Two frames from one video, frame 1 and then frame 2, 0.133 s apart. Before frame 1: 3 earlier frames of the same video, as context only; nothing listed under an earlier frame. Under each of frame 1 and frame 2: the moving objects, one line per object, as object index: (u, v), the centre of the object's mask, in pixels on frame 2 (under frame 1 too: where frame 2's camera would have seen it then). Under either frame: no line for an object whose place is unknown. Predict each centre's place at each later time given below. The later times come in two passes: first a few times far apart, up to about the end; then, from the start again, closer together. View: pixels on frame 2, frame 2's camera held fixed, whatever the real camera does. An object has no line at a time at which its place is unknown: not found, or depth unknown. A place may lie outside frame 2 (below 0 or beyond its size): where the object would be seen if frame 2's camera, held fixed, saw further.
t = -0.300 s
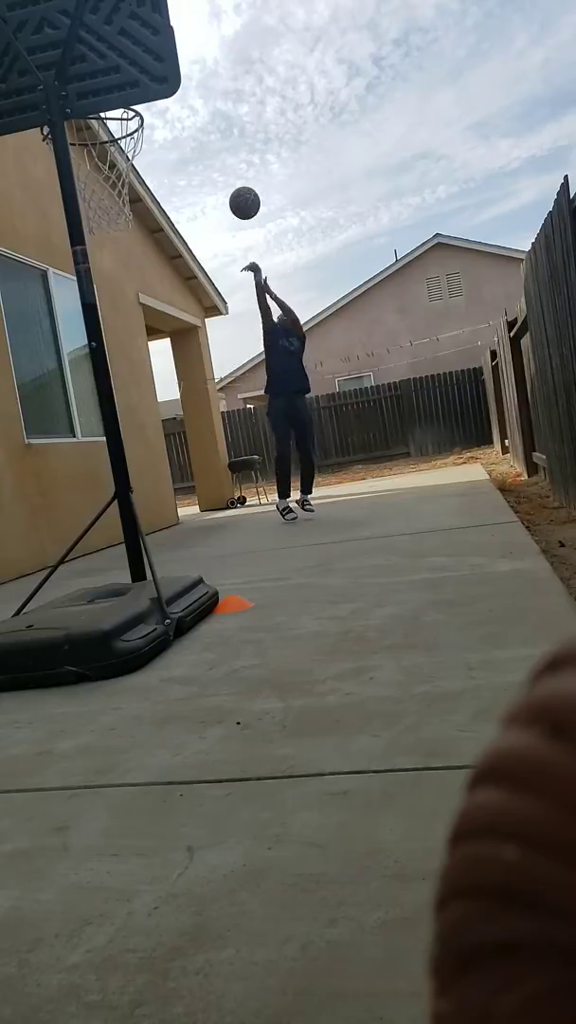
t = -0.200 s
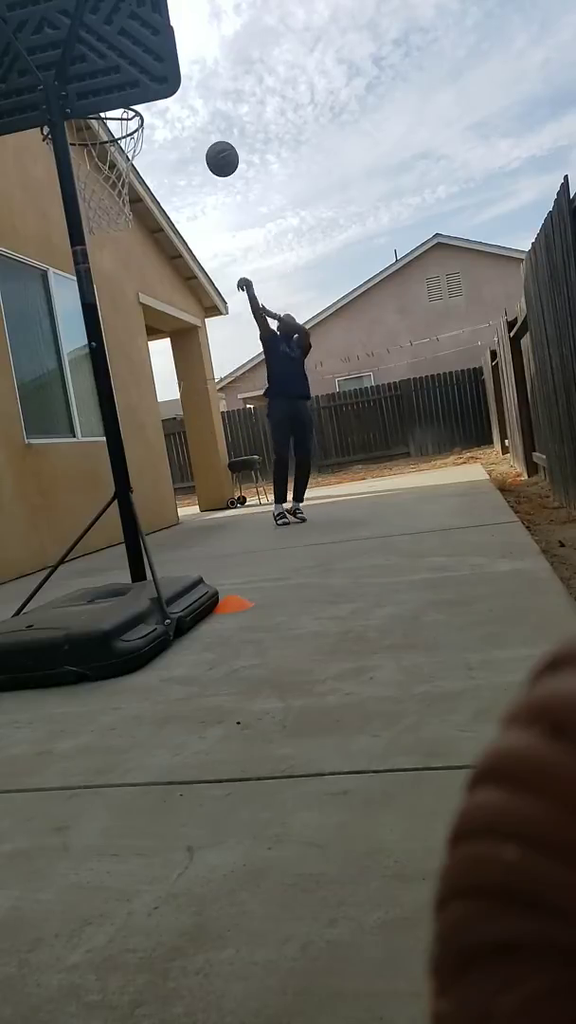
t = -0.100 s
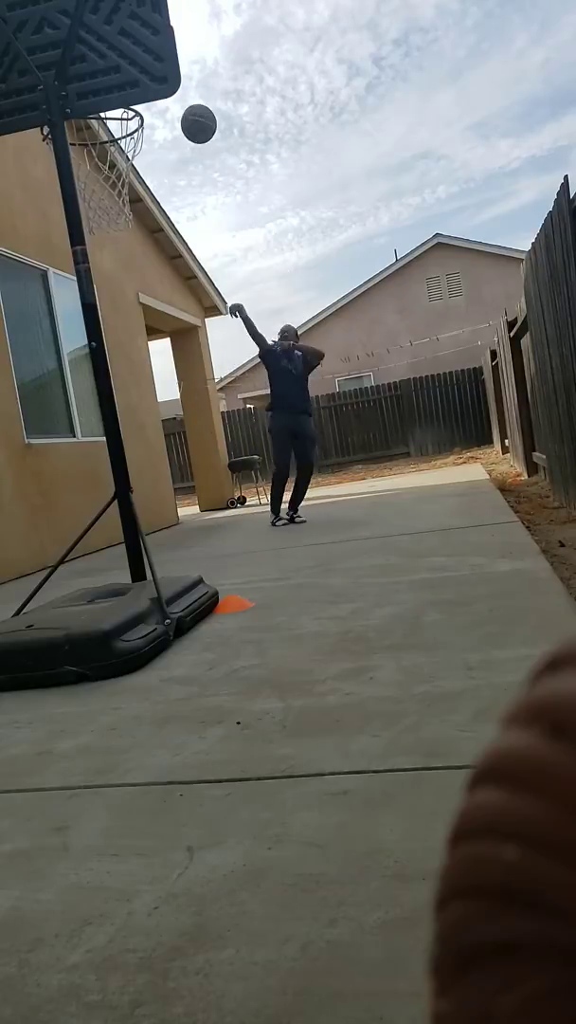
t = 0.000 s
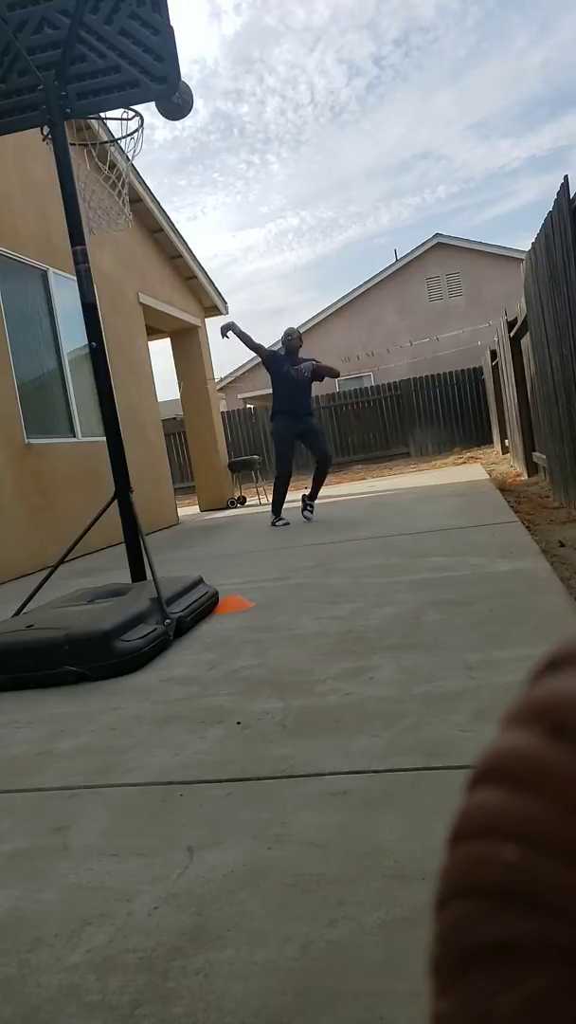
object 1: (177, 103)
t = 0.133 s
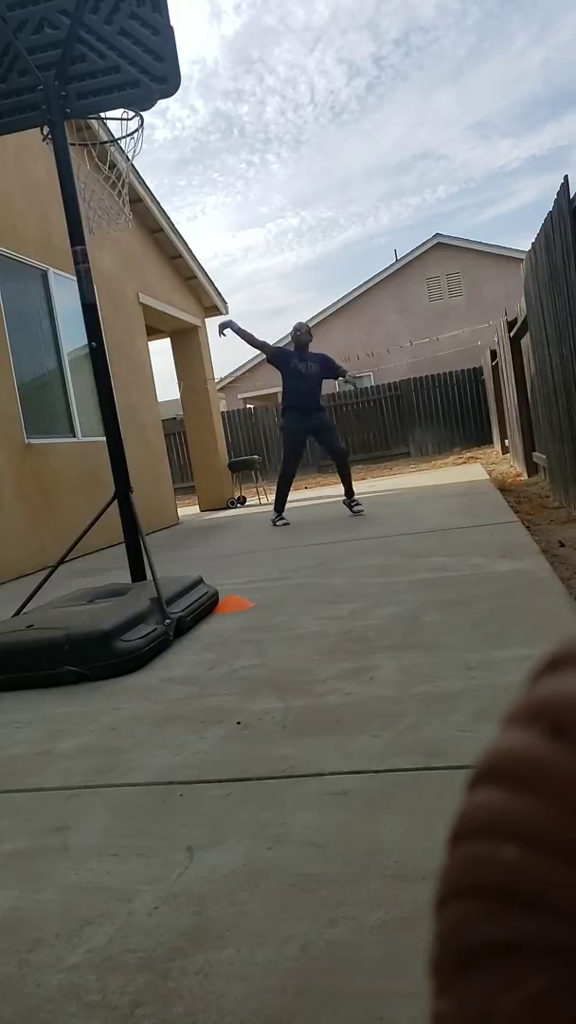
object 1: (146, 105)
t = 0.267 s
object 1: (105, 123)
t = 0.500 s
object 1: (104, 256)
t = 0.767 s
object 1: (146, 507)
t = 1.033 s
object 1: (144, 427)
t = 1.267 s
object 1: (155, 361)
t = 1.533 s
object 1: (185, 395)
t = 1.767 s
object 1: (218, 496)
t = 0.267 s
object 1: (105, 123)
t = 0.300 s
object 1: (93, 130)
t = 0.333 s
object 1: (89, 142)
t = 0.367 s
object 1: (89, 167)
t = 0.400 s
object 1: (93, 188)
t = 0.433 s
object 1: (96, 209)
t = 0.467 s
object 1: (100, 232)
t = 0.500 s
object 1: (104, 256)
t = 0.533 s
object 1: (107, 282)
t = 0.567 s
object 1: (112, 311)
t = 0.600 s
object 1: (117, 341)
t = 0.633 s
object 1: (122, 372)
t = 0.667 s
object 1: (127, 405)
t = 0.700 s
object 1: (133, 438)
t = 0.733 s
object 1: (139, 473)
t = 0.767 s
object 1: (146, 507)
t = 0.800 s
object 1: (154, 544)
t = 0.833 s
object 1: (157, 565)
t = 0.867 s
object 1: (155, 538)
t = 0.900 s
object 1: (150, 511)
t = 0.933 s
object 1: (146, 487)
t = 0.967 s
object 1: (145, 465)
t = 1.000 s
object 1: (144, 445)
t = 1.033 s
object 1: (144, 427)
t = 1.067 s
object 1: (145, 412)
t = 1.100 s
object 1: (146, 398)
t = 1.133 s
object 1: (147, 387)
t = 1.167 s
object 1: (149, 377)
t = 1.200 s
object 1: (151, 370)
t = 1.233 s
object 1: (153, 364)
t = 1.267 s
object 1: (155, 361)
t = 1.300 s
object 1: (159, 360)
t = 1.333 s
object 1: (162, 359)
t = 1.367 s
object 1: (165, 361)
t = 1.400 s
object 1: (169, 365)
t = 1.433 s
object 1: (172, 370)
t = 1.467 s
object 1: (176, 377)
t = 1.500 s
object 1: (180, 385)
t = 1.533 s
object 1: (185, 395)
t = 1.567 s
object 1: (189, 406)
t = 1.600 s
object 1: (194, 418)
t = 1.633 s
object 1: (199, 432)
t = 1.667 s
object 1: (204, 446)
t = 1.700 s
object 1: (209, 462)
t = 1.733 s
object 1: (213, 479)
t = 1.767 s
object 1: (218, 496)
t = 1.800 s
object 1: (225, 515)
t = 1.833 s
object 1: (229, 533)
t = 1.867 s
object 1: (230, 517)
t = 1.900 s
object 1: (230, 502)
